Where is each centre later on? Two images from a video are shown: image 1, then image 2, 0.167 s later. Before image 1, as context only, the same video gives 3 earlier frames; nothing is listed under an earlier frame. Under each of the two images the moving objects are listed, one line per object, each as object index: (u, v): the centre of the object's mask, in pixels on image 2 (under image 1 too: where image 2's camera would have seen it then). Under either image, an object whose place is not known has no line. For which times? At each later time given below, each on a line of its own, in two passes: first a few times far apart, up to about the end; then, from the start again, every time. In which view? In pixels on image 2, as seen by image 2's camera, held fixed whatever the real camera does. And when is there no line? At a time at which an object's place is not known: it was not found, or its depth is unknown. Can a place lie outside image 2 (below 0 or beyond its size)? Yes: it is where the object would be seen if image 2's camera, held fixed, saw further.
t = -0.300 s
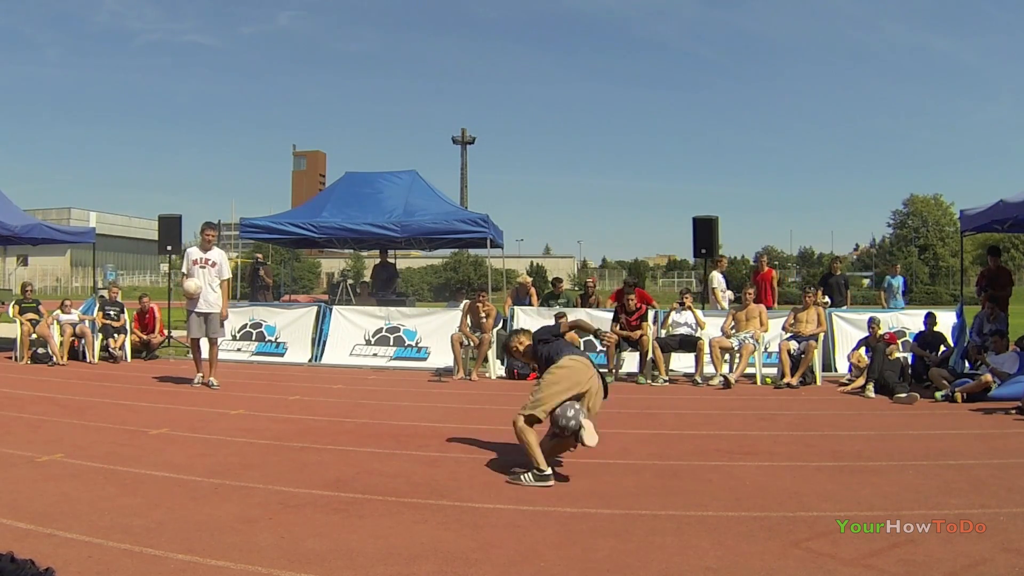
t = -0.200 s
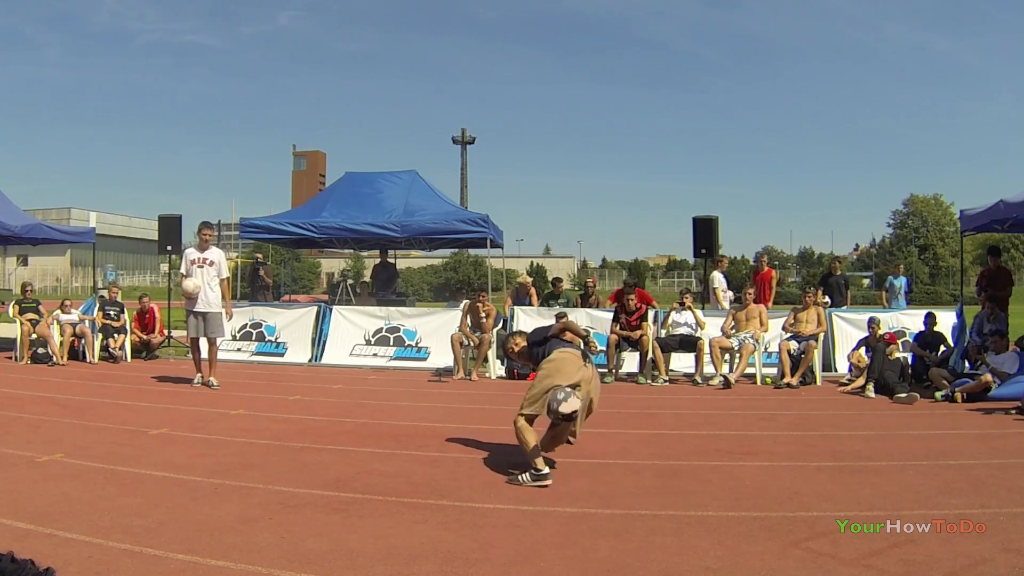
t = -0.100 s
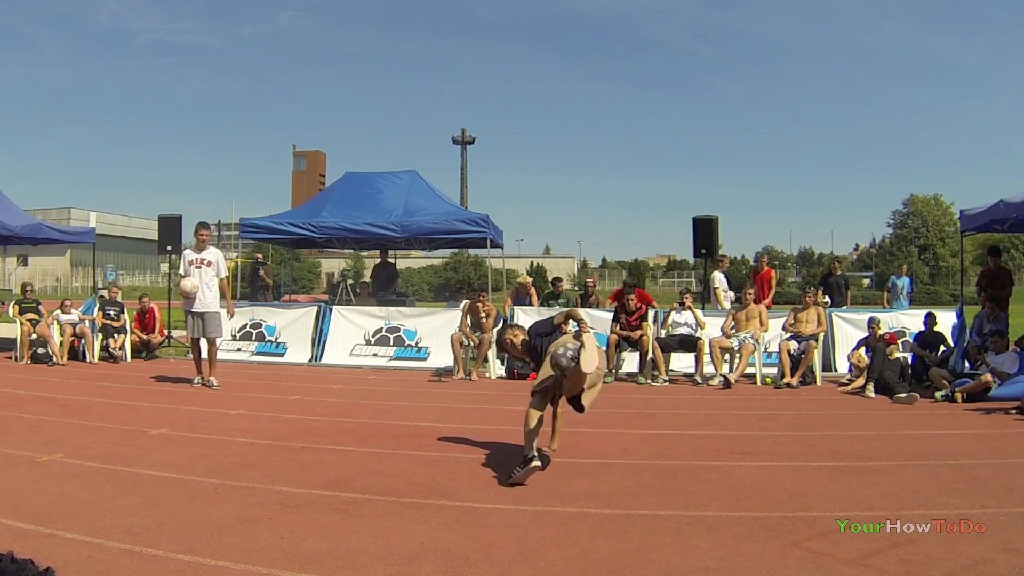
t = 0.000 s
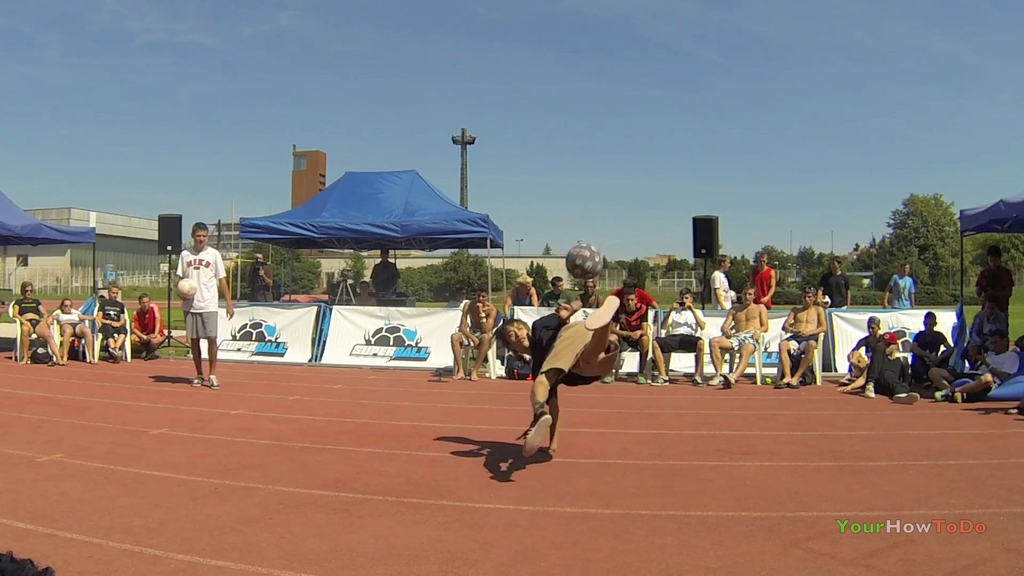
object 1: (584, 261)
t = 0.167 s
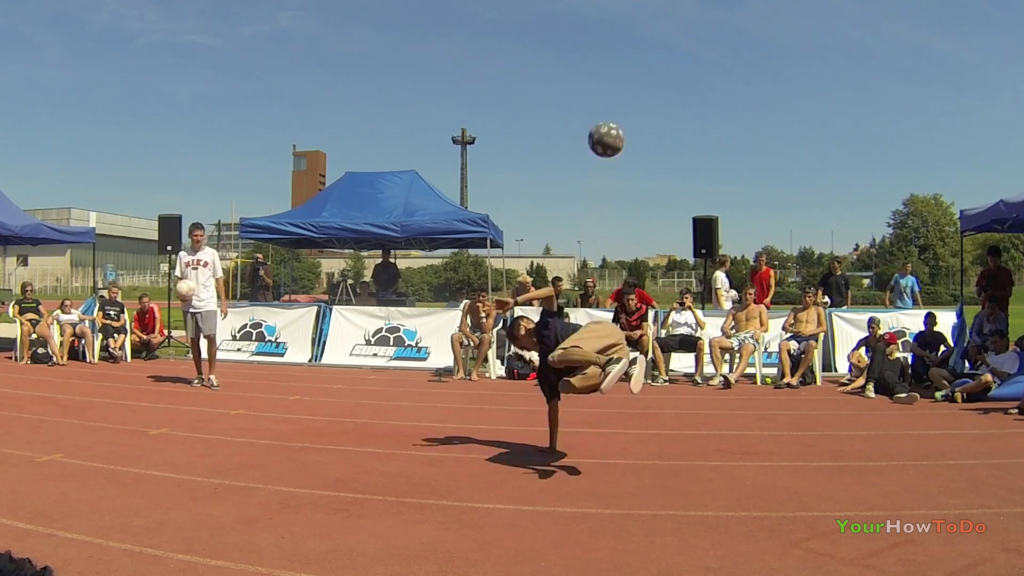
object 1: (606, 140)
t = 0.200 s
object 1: (610, 122)
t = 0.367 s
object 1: (628, 62)
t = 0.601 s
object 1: (659, 60)
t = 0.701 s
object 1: (672, 88)
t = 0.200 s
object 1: (610, 122)
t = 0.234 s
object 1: (614, 106)
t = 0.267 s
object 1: (617, 92)
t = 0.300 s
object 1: (621, 80)
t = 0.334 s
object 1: (624, 70)
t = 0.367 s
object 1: (628, 62)
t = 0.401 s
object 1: (632, 56)
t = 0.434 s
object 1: (640, 48)
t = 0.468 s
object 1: (644, 47)
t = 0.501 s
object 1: (648, 48)
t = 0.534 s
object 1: (651, 50)
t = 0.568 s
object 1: (655, 54)
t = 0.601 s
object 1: (659, 60)
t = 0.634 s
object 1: (663, 67)
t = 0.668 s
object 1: (668, 77)
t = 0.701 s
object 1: (672, 88)
